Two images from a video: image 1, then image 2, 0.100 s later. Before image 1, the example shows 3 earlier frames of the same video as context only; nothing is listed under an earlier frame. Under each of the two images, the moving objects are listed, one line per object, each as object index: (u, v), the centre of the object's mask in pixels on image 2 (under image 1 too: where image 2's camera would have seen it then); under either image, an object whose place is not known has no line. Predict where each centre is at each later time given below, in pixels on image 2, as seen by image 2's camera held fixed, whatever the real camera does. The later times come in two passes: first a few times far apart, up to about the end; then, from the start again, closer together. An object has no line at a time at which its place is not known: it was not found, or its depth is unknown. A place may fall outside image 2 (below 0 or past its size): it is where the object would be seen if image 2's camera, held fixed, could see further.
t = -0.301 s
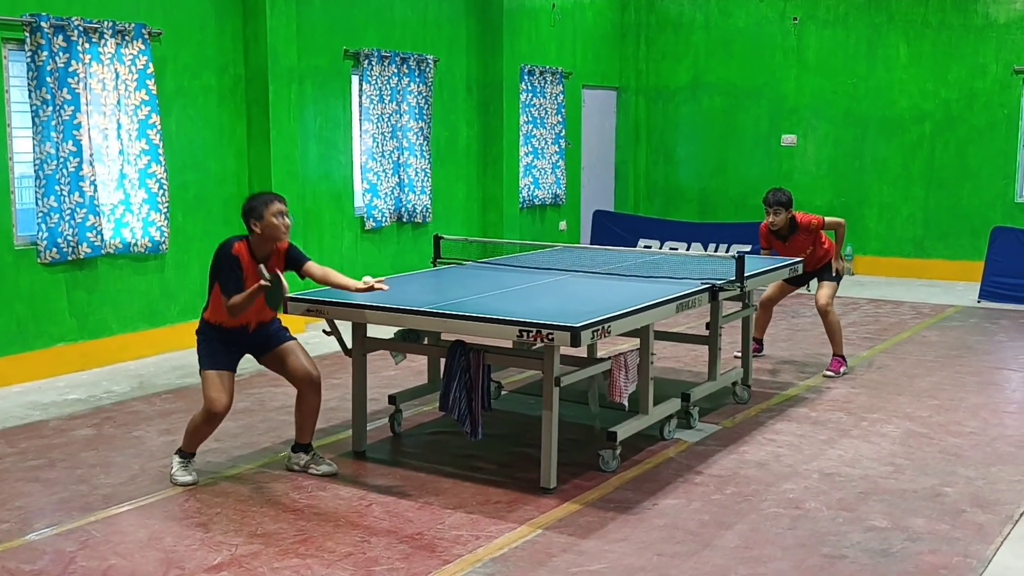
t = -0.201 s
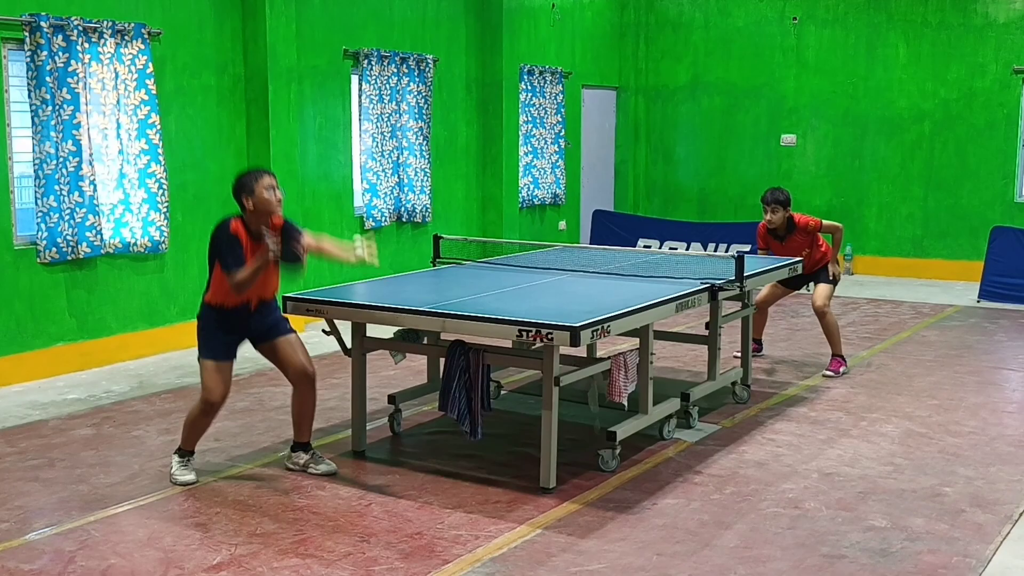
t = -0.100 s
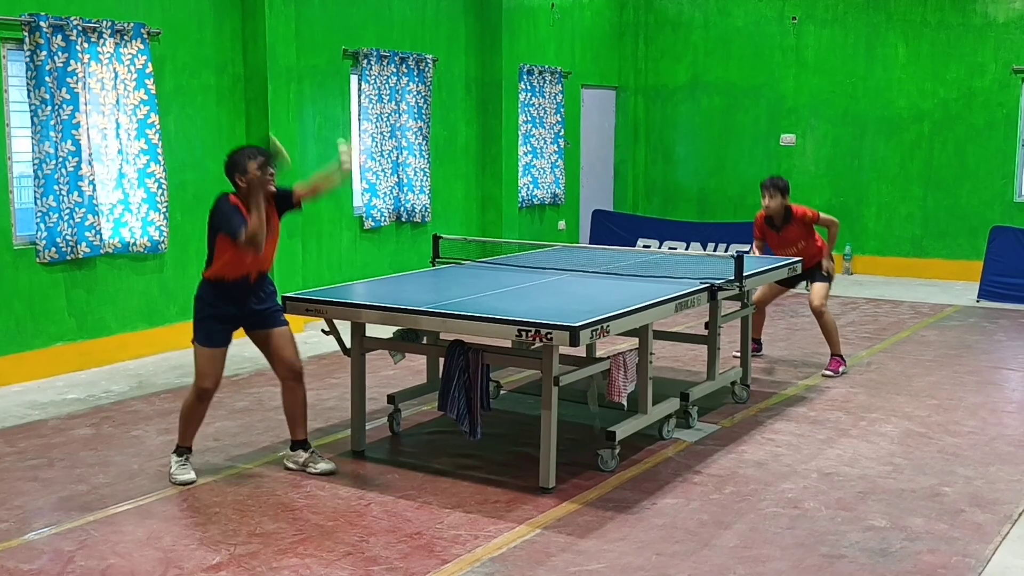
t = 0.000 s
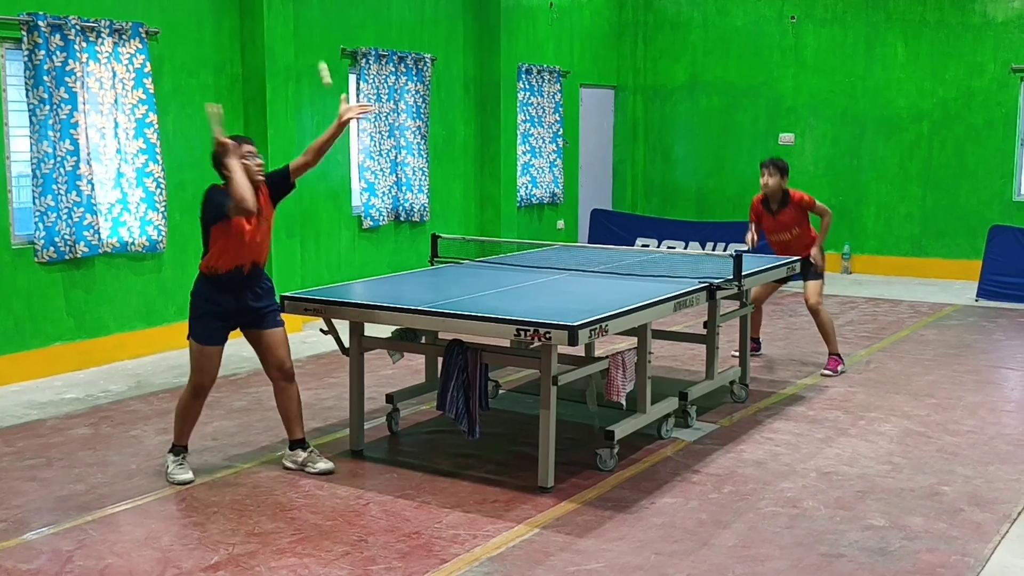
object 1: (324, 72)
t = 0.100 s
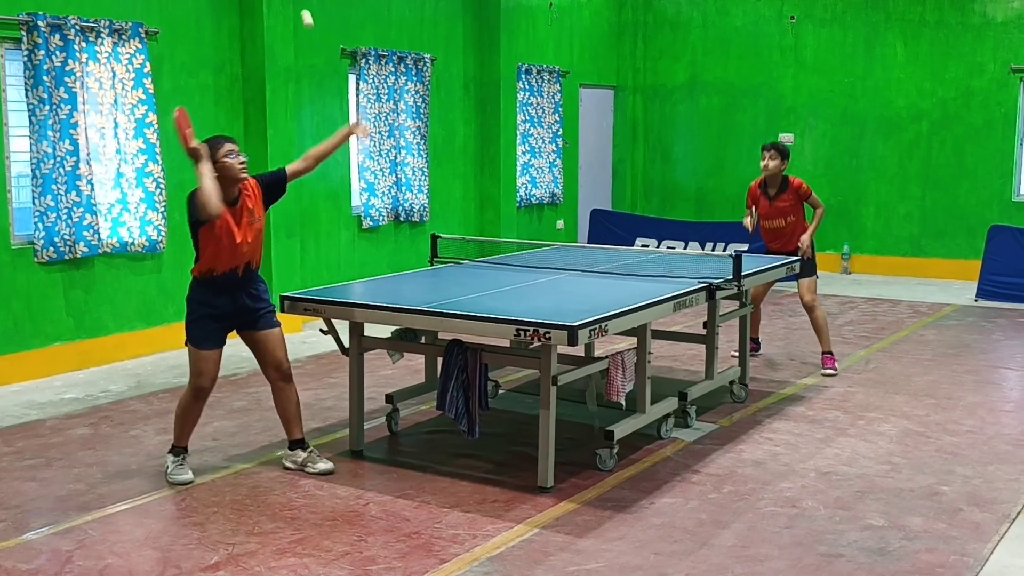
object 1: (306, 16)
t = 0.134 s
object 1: (301, 4)
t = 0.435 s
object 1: (256, 22)
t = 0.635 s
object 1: (232, 159)
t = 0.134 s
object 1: (301, 4)
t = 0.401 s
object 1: (260, 8)
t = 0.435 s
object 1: (256, 22)
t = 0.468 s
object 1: (251, 39)
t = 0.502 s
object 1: (247, 58)
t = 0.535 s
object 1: (243, 79)
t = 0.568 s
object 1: (239, 103)
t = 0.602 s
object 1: (236, 130)
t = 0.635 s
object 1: (232, 159)
